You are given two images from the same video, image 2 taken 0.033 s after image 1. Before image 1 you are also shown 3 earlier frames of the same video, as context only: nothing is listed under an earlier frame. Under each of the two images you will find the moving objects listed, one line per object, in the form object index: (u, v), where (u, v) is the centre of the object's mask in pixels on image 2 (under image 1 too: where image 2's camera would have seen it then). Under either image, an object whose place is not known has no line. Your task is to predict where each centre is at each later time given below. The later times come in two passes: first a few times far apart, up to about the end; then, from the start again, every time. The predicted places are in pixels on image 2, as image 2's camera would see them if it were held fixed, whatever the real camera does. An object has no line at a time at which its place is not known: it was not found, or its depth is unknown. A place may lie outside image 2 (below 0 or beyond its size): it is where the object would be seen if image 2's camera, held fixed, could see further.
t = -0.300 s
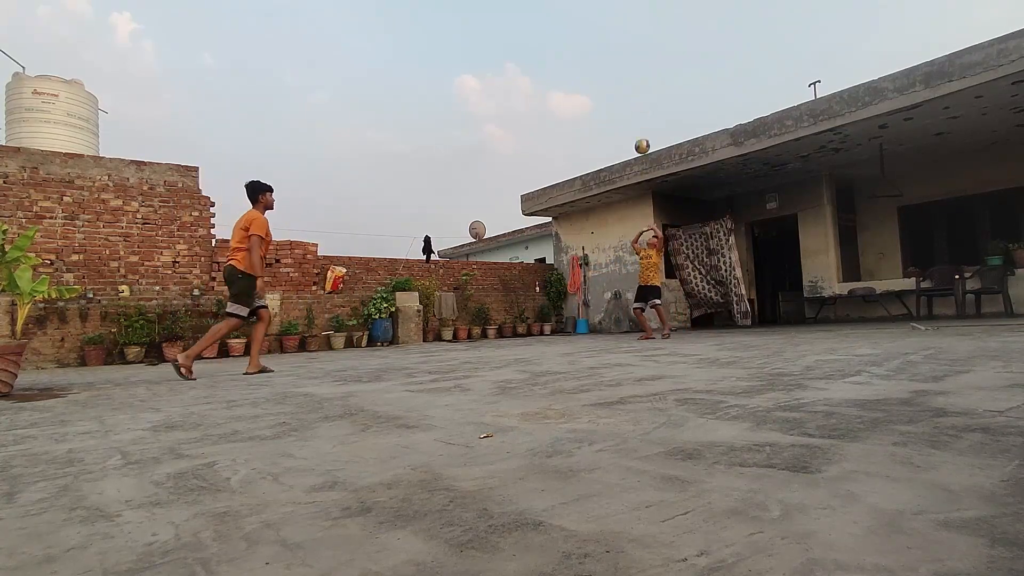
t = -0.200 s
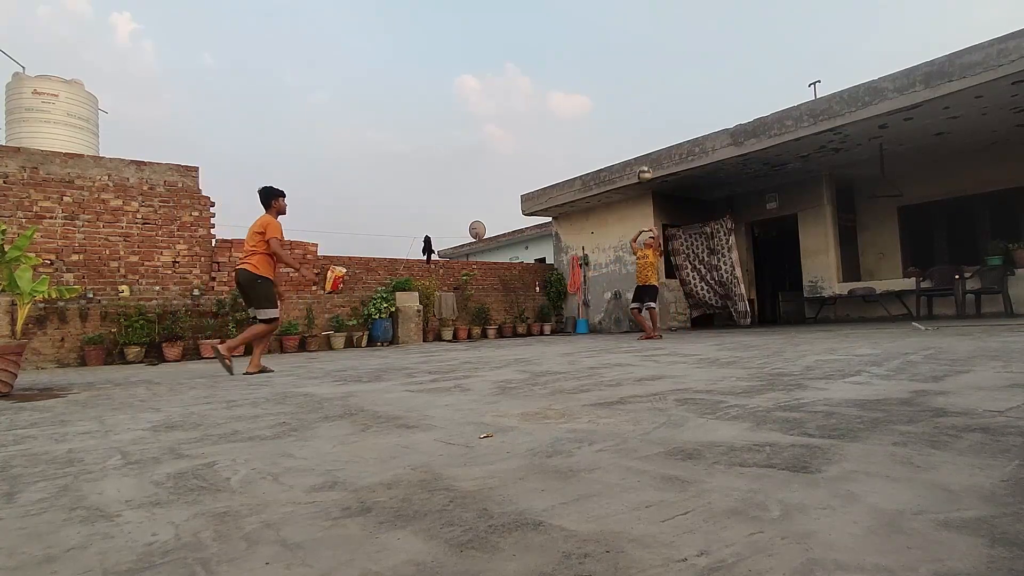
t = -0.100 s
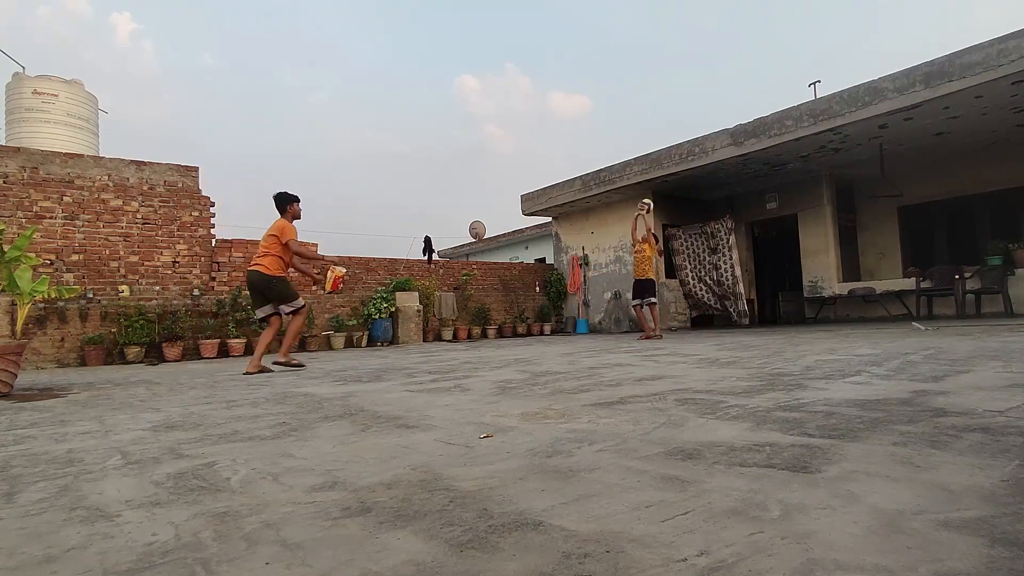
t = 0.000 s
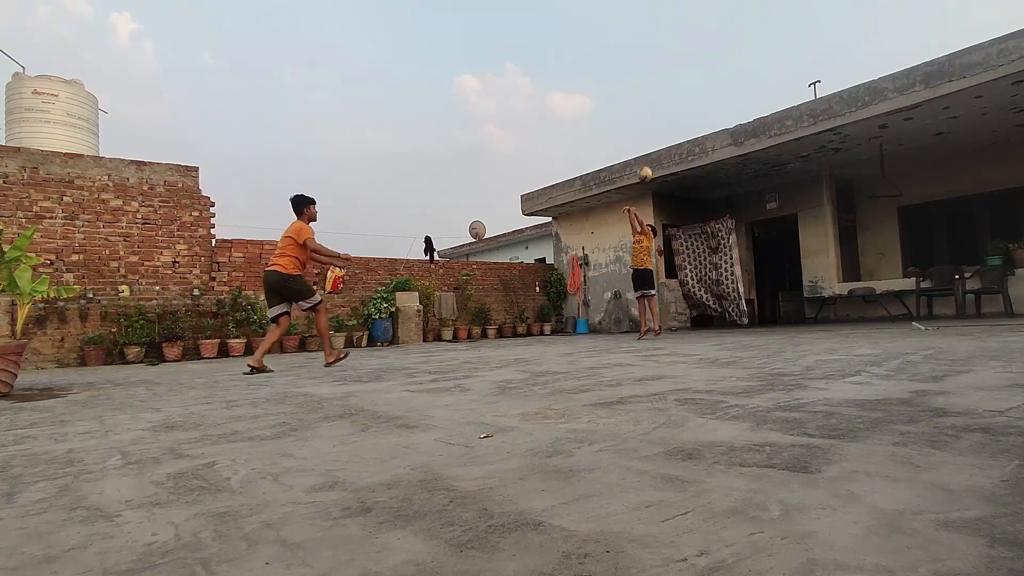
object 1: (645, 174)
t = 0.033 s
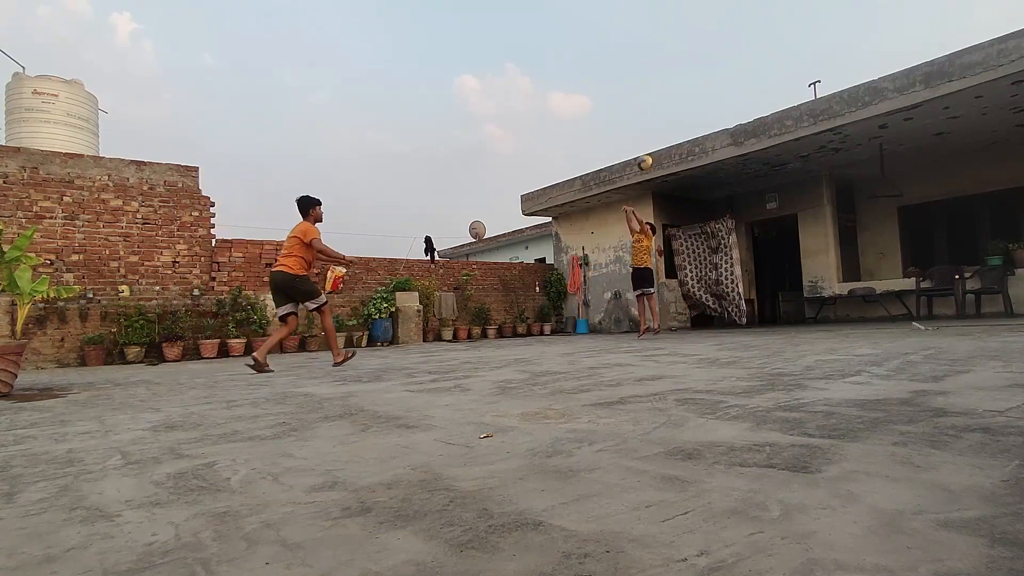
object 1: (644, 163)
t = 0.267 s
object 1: (647, 102)
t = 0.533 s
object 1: (655, 76)
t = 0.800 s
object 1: (667, 100)
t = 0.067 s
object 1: (644, 152)
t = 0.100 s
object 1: (644, 142)
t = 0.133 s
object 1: (645, 132)
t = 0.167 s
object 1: (646, 123)
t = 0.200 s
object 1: (646, 116)
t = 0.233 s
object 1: (646, 109)
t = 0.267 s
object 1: (647, 102)
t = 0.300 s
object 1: (647, 96)
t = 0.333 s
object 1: (648, 90)
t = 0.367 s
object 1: (649, 86)
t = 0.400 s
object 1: (650, 83)
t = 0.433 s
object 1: (652, 80)
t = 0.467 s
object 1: (652, 78)
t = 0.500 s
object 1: (653, 77)
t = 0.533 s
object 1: (655, 76)
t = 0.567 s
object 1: (656, 76)
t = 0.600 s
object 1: (658, 77)
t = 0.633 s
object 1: (659, 79)
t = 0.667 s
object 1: (661, 82)
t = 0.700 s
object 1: (662, 85)
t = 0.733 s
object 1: (663, 90)
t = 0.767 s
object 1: (665, 94)
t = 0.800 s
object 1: (667, 100)
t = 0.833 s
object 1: (669, 107)
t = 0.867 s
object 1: (671, 115)
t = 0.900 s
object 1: (673, 124)
